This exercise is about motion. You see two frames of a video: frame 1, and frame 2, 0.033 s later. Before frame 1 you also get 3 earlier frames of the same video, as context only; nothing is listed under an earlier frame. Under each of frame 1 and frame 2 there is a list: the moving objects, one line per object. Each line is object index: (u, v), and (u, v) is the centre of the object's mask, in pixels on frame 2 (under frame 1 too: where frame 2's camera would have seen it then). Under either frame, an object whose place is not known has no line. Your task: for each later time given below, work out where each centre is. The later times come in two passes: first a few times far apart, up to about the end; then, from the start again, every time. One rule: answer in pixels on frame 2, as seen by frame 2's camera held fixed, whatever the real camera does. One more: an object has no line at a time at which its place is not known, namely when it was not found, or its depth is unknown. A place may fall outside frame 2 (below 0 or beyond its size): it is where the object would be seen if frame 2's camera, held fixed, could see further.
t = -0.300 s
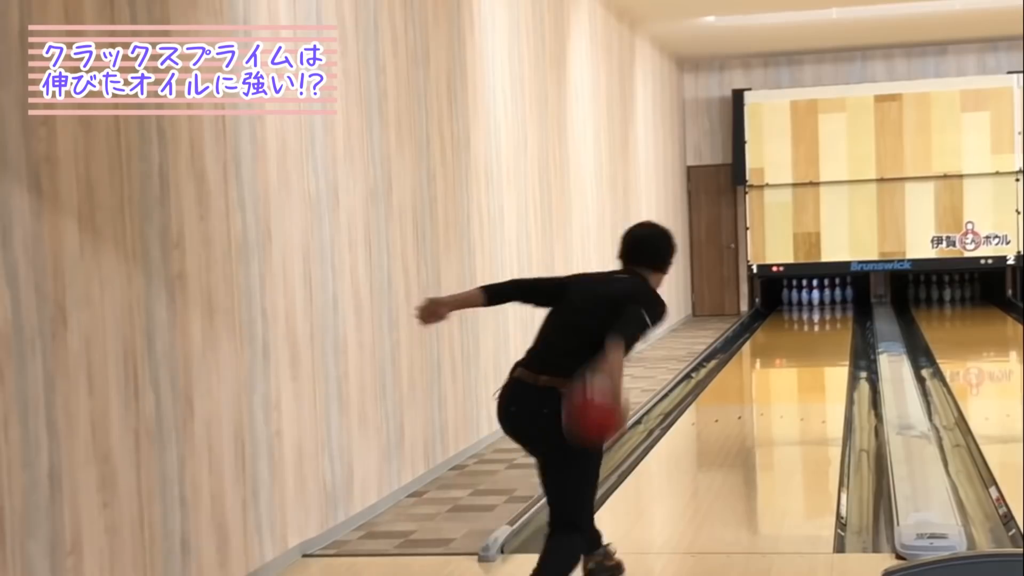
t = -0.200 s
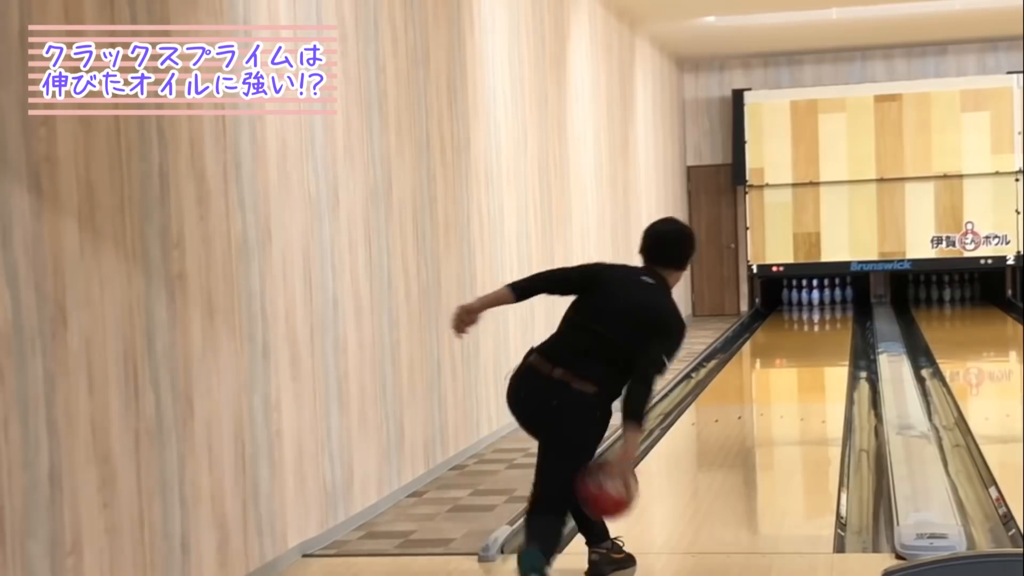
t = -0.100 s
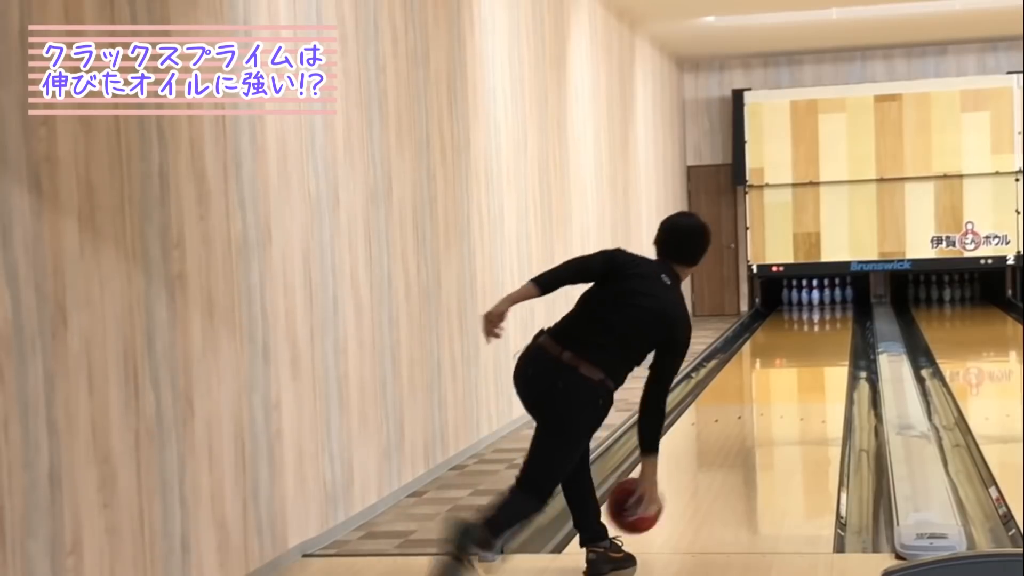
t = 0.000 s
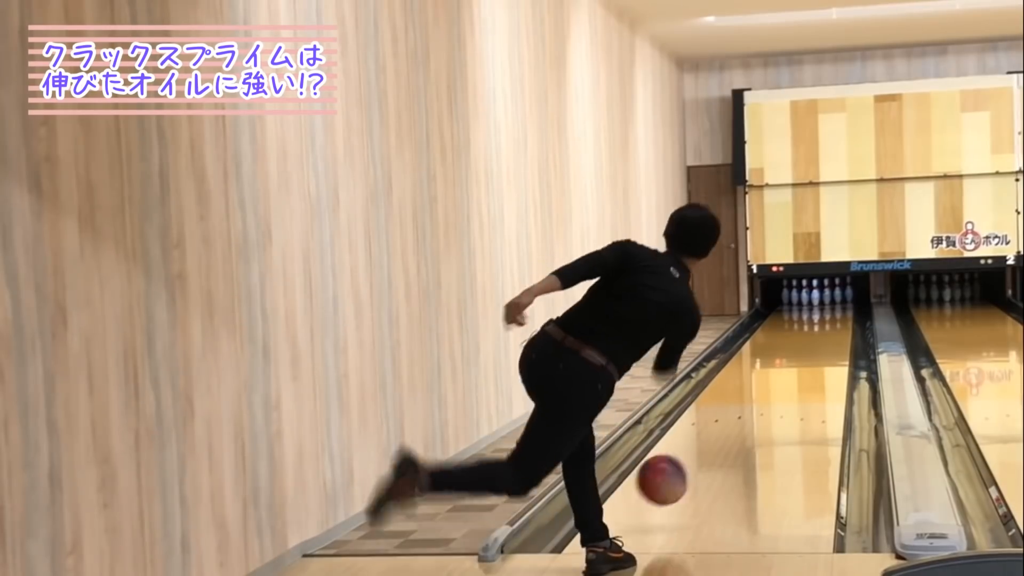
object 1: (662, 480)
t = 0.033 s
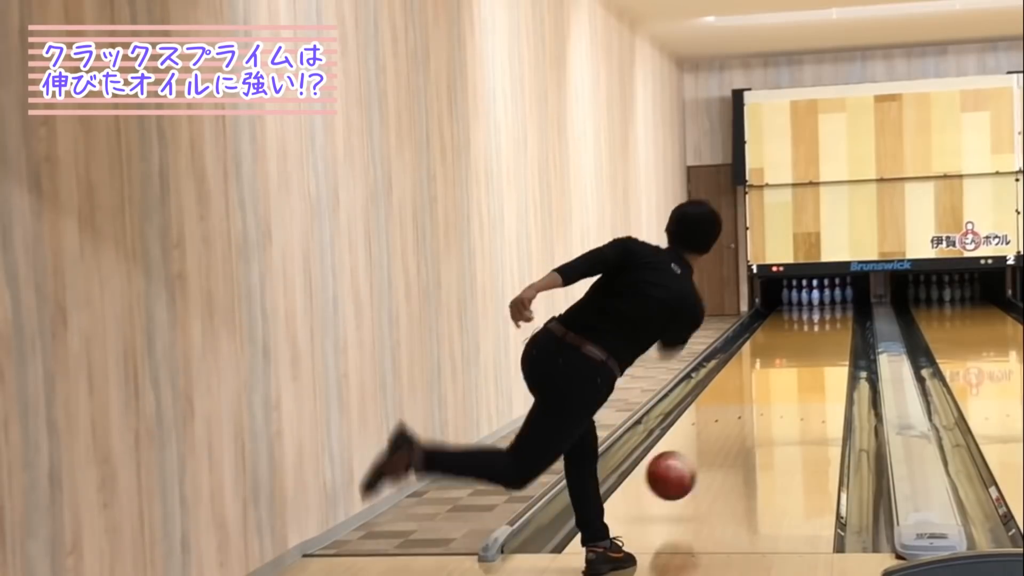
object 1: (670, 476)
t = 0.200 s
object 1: (707, 458)
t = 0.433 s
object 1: (741, 422)
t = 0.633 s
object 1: (763, 397)
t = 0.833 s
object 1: (780, 378)
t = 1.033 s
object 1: (794, 362)
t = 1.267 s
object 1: (806, 347)
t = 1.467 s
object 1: (815, 336)
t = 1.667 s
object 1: (822, 327)
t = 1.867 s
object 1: (827, 320)
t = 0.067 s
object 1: (679, 473)
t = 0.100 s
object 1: (686, 474)
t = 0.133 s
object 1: (693, 473)
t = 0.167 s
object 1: (700, 463)
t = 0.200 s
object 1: (707, 458)
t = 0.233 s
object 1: (712, 454)
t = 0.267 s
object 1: (717, 447)
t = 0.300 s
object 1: (723, 442)
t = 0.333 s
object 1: (728, 437)
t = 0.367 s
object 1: (733, 431)
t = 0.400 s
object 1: (737, 426)
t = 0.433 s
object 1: (741, 422)
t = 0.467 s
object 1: (746, 417)
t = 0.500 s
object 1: (749, 413)
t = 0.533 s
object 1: (753, 408)
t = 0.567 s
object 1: (757, 405)
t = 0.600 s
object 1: (760, 400)
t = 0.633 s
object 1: (763, 397)
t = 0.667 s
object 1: (766, 393)
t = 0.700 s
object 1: (769, 390)
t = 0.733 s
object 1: (772, 387)
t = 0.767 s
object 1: (775, 384)
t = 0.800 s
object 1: (778, 380)
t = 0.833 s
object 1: (780, 378)
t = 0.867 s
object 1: (782, 374)
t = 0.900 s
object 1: (785, 372)
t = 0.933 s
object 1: (787, 369)
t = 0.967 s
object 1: (790, 367)
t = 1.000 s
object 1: (792, 364)
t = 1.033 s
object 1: (794, 362)
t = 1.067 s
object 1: (795, 359)
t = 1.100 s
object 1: (797, 357)
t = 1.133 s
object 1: (799, 355)
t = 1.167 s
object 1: (801, 354)
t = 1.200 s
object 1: (803, 351)
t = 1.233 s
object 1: (804, 348)
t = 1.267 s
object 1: (806, 347)
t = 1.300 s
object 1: (808, 345)
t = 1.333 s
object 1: (809, 343)
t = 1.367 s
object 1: (811, 343)
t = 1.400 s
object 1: (812, 340)
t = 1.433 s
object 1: (814, 339)
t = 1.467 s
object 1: (815, 336)
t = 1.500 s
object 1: (816, 335)
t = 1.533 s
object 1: (817, 334)
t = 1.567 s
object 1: (819, 333)
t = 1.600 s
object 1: (820, 329)
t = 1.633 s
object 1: (821, 329)
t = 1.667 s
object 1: (822, 327)
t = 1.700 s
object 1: (822, 326)
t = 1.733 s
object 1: (823, 325)
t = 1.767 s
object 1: (825, 324)
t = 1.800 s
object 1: (825, 323)
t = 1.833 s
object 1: (826, 322)
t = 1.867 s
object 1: (827, 320)
